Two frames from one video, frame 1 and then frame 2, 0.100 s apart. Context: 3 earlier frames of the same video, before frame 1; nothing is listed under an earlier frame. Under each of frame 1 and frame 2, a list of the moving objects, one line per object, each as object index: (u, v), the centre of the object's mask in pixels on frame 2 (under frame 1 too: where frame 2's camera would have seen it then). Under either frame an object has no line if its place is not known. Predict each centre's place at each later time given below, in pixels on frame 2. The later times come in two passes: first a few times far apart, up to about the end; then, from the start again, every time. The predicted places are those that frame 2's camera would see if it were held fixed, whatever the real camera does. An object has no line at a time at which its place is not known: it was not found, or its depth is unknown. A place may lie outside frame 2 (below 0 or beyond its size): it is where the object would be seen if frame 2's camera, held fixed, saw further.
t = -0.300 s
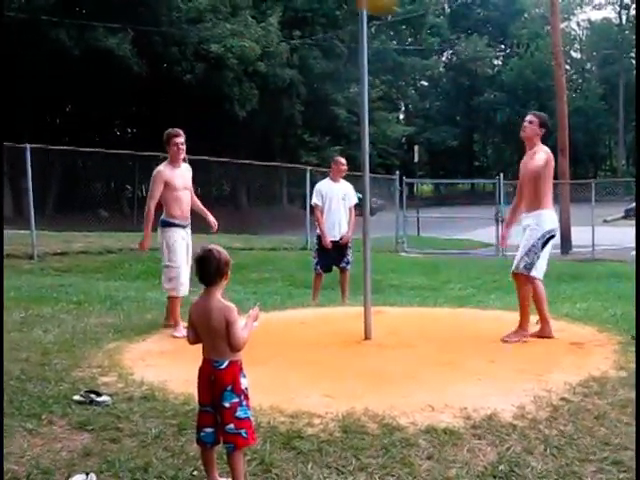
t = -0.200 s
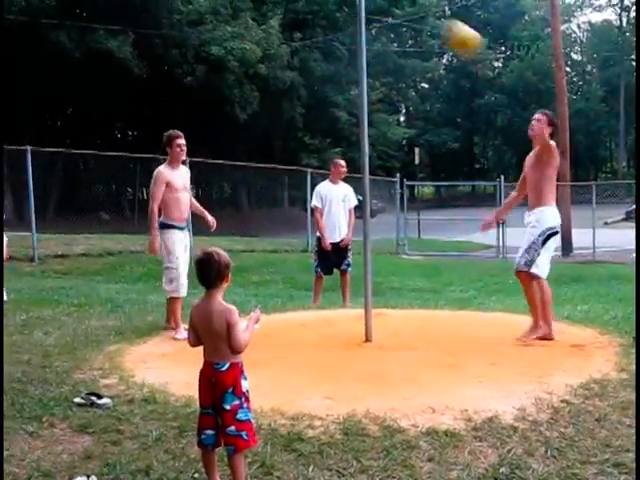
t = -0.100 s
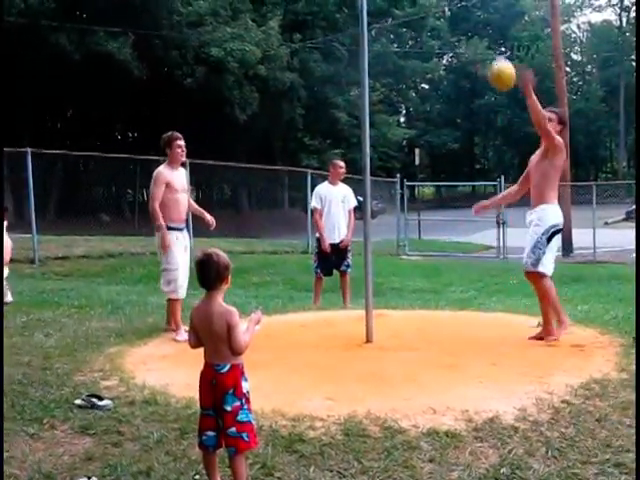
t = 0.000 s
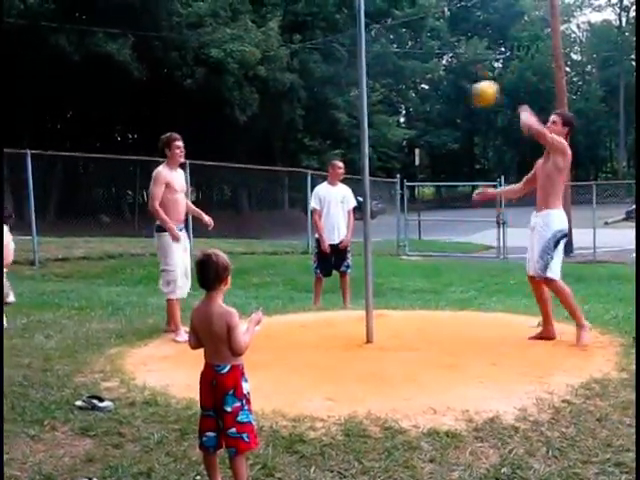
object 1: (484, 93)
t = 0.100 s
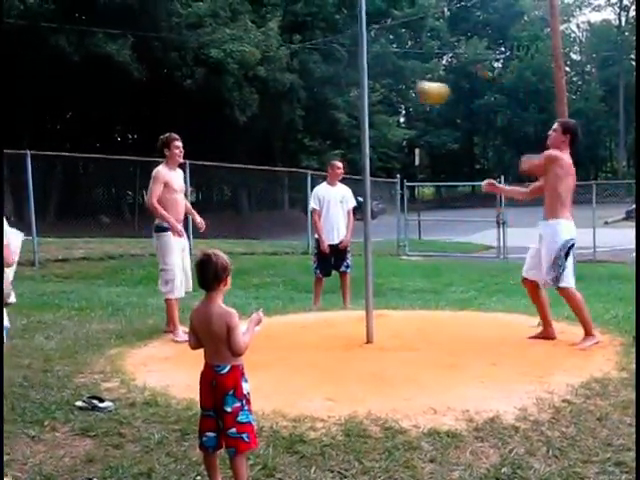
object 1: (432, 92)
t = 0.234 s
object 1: (340, 75)
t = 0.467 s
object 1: (215, 30)
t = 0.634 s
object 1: (192, 15)
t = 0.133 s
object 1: (410, 90)
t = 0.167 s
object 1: (386, 85)
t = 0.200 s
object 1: (364, 80)
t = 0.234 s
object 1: (340, 75)
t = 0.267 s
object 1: (319, 68)
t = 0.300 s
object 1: (298, 62)
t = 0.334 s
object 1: (279, 56)
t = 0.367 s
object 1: (261, 49)
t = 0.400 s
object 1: (242, 42)
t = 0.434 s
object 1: (227, 36)
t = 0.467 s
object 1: (215, 30)
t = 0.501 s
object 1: (206, 25)
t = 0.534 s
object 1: (197, 20)
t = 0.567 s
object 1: (192, 17)
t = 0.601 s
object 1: (189, 15)
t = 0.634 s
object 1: (192, 15)
